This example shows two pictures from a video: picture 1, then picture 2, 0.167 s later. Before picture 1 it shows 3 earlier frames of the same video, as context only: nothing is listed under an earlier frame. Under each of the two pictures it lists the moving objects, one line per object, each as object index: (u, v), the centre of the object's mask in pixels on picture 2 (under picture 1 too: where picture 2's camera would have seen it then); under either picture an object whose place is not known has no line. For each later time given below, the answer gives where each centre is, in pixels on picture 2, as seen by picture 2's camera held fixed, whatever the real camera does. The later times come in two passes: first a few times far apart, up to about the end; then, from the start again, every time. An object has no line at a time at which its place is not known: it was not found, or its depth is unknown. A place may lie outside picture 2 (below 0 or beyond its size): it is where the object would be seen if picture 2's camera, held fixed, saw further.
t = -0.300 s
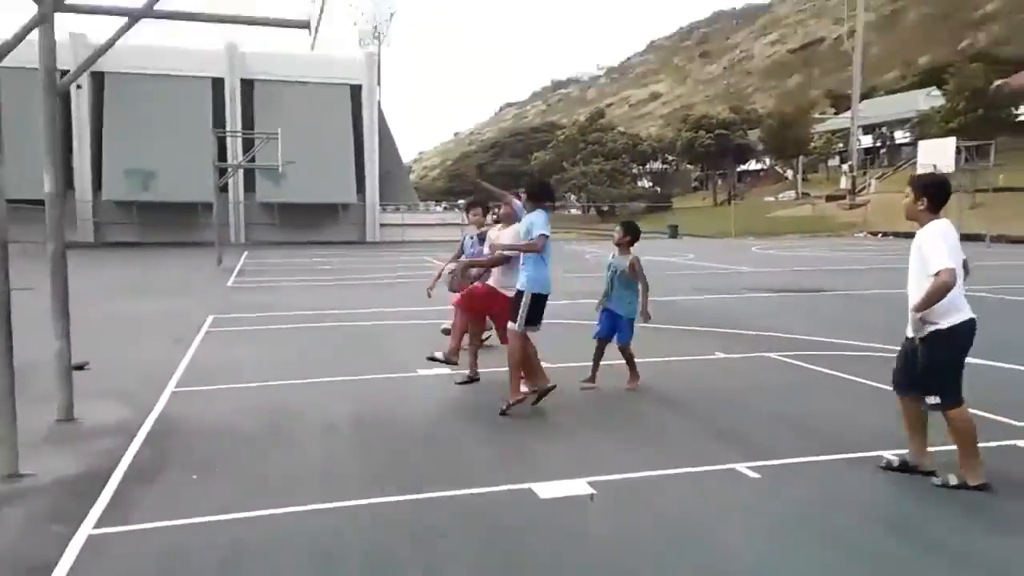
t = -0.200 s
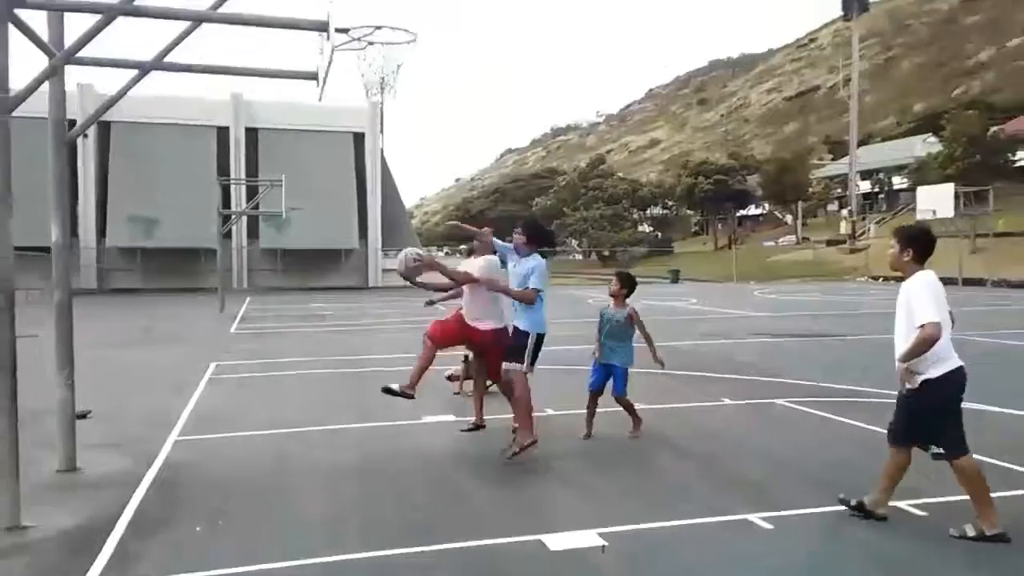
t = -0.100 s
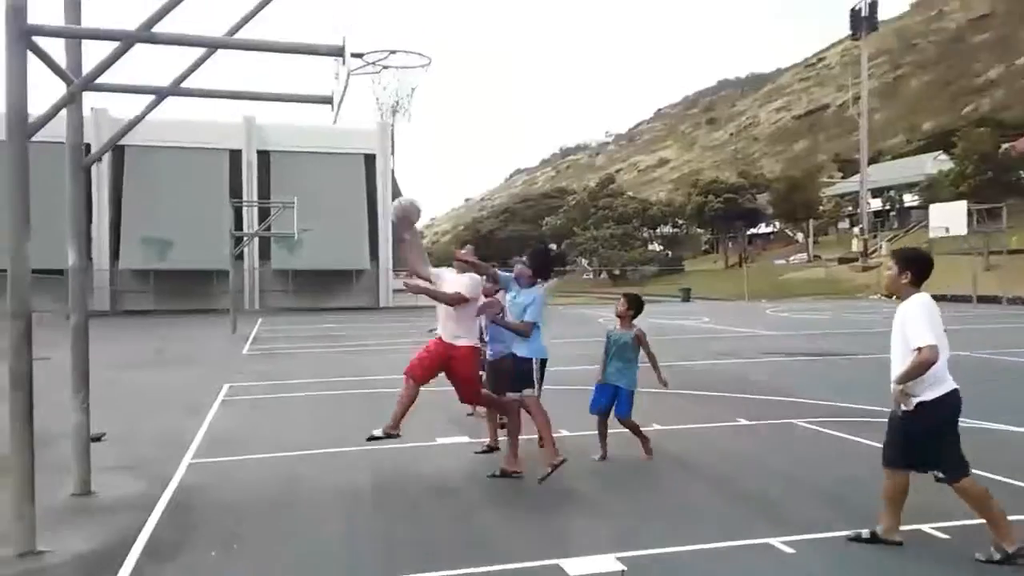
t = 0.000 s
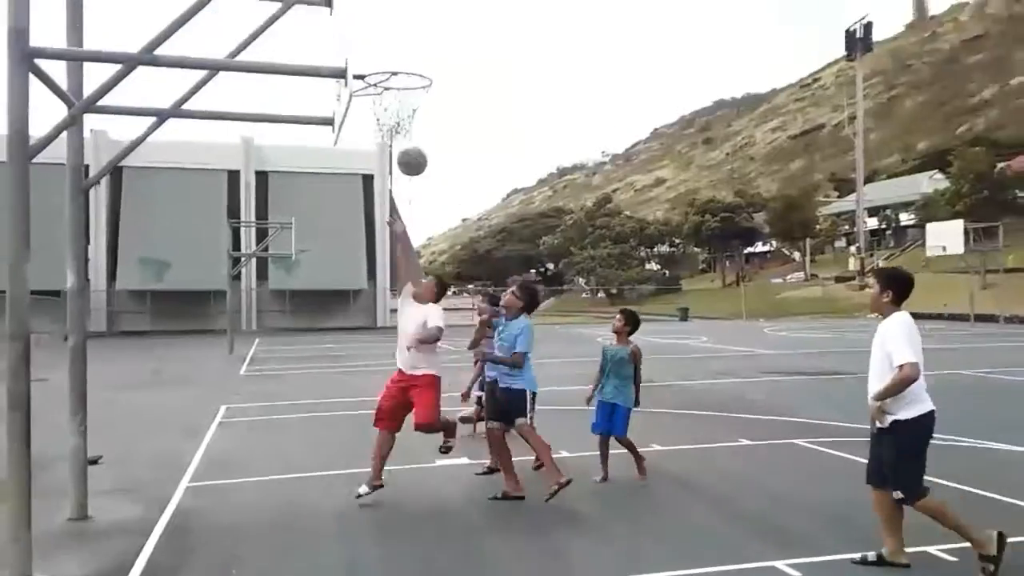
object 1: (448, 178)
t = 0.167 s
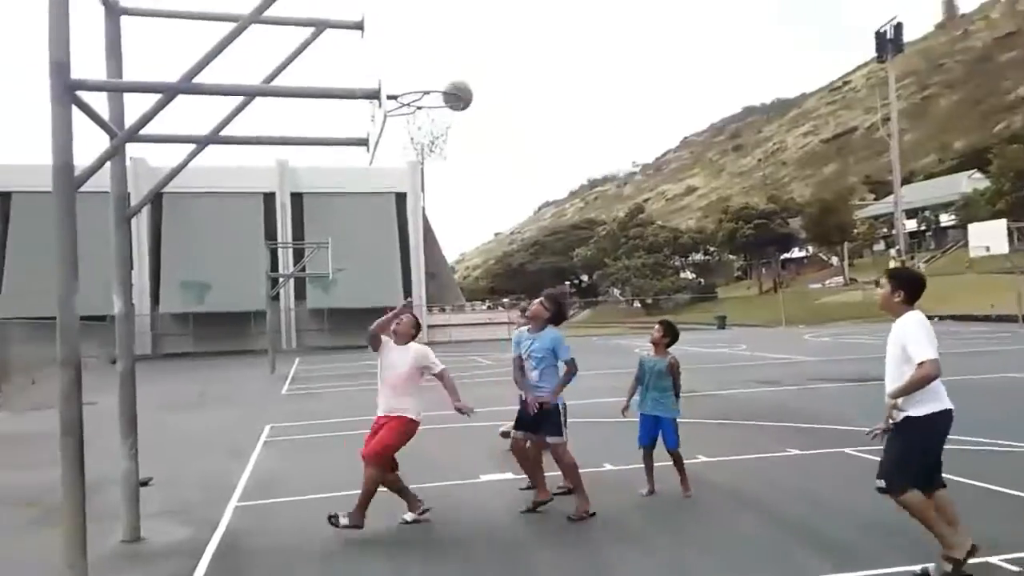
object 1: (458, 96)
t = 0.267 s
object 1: (471, 75)
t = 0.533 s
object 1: (499, 87)
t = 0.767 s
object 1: (529, 163)
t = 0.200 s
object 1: (462, 88)
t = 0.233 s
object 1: (467, 81)
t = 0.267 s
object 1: (471, 75)
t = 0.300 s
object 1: (474, 71)
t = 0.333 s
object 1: (477, 69)
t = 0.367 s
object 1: (480, 69)
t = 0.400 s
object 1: (483, 71)
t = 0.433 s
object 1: (487, 72)
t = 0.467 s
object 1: (490, 77)
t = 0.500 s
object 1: (493, 81)
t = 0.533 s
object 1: (499, 87)
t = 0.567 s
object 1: (503, 94)
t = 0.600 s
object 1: (507, 102)
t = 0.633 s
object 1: (511, 112)
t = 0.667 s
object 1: (516, 122)
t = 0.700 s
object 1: (520, 135)
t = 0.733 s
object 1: (525, 148)
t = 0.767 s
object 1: (529, 163)
